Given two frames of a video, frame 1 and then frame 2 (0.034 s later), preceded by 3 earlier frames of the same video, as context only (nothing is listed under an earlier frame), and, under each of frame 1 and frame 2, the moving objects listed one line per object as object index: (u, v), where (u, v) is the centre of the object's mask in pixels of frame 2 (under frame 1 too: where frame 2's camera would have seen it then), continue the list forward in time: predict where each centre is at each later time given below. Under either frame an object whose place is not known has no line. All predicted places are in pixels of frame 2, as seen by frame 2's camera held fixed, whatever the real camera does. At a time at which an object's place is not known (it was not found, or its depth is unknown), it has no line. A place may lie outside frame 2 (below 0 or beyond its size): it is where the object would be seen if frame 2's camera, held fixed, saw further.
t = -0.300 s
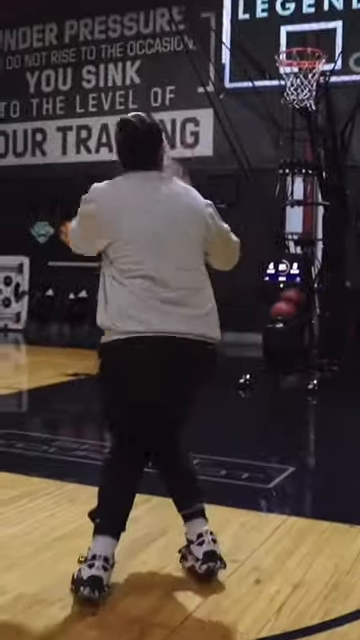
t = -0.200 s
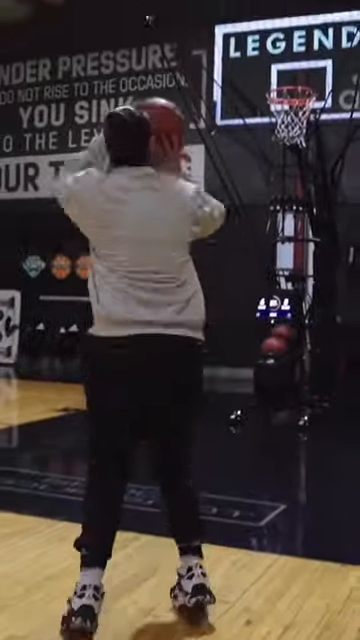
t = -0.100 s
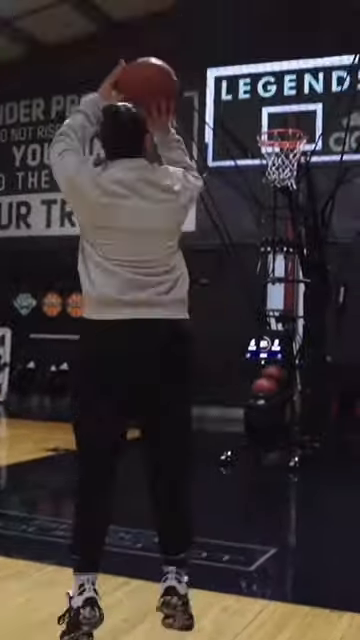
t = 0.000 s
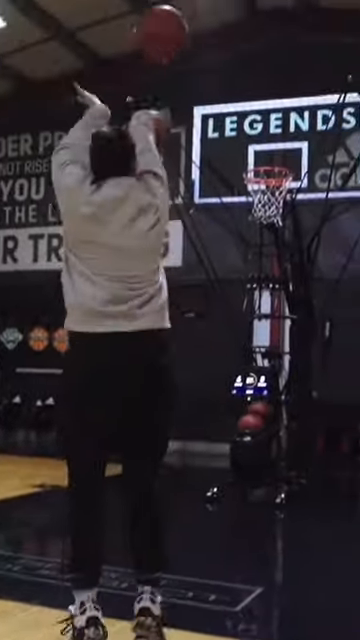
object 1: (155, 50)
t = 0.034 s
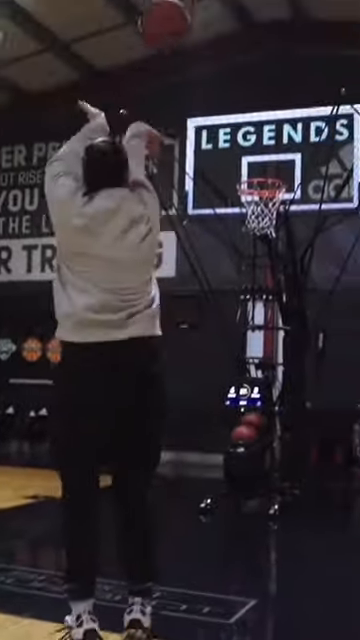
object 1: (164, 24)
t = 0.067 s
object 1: (171, 5)
